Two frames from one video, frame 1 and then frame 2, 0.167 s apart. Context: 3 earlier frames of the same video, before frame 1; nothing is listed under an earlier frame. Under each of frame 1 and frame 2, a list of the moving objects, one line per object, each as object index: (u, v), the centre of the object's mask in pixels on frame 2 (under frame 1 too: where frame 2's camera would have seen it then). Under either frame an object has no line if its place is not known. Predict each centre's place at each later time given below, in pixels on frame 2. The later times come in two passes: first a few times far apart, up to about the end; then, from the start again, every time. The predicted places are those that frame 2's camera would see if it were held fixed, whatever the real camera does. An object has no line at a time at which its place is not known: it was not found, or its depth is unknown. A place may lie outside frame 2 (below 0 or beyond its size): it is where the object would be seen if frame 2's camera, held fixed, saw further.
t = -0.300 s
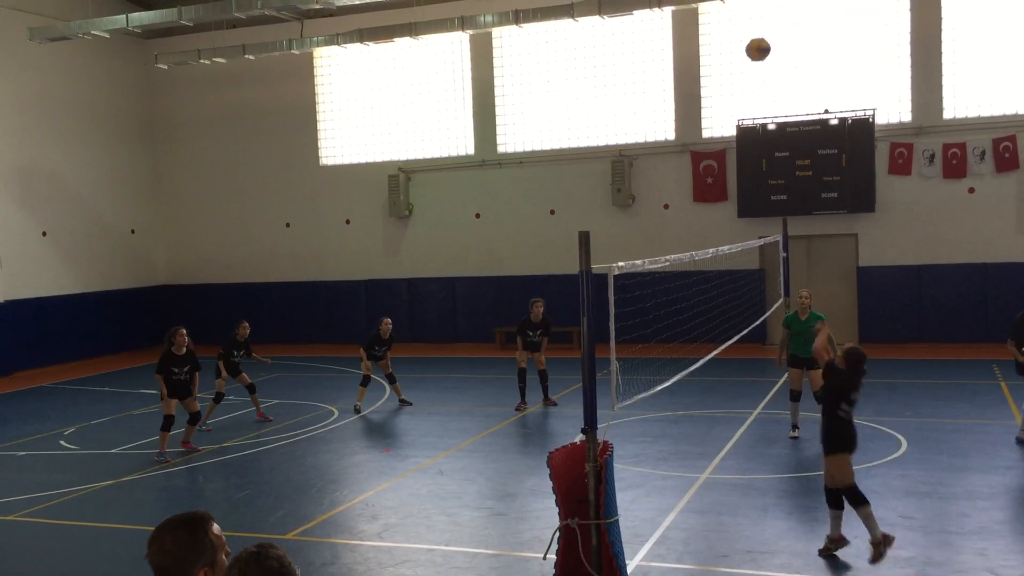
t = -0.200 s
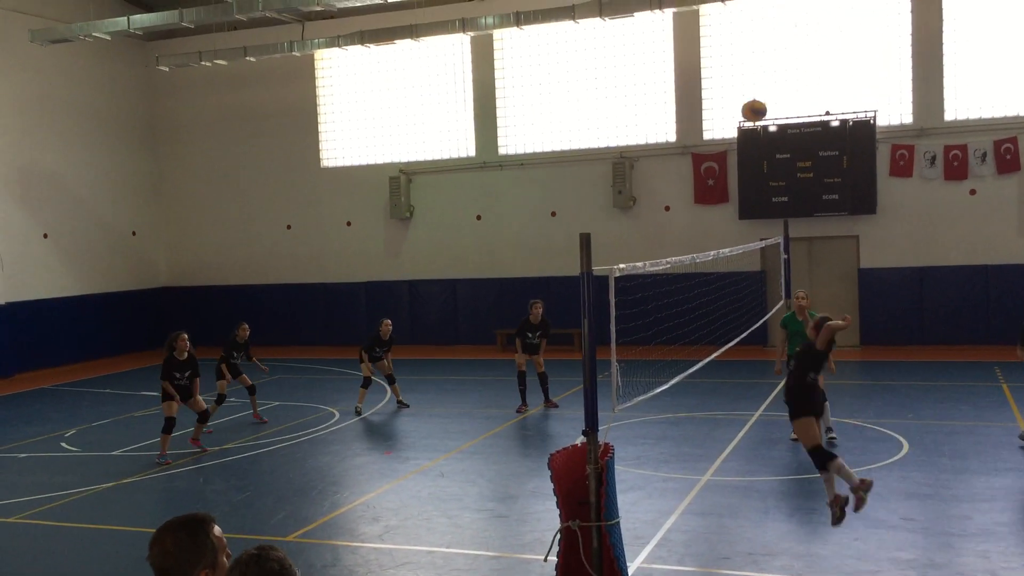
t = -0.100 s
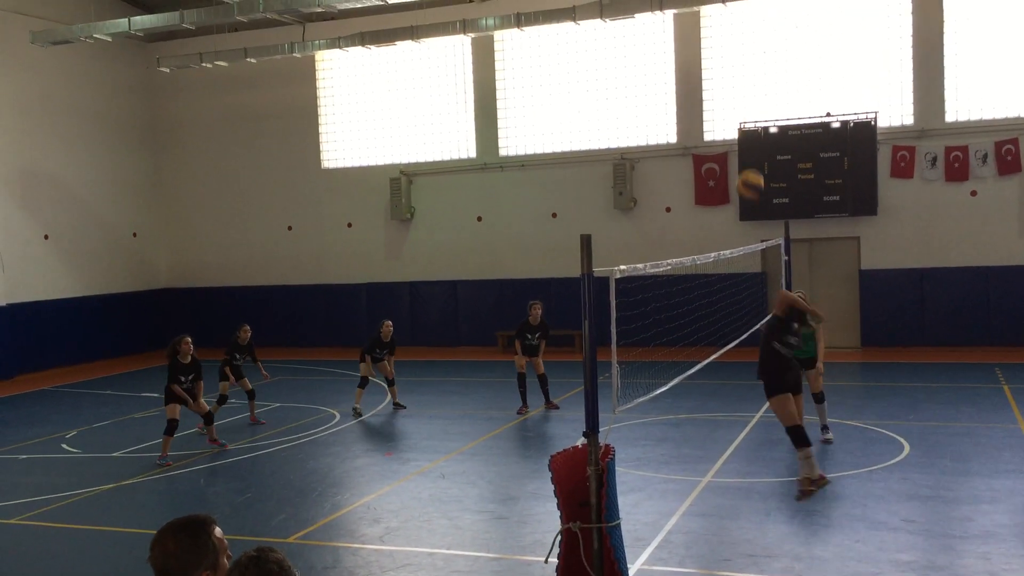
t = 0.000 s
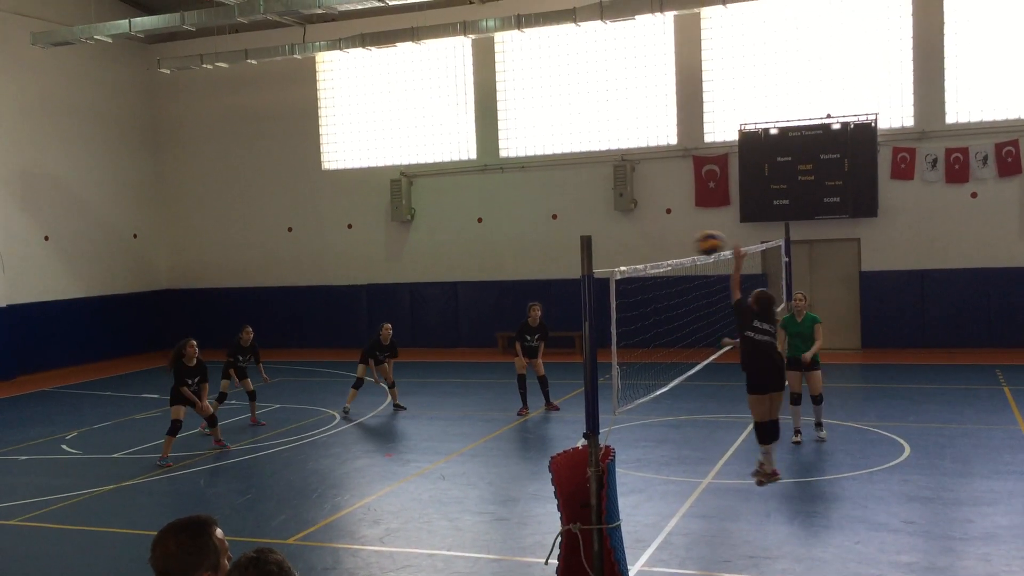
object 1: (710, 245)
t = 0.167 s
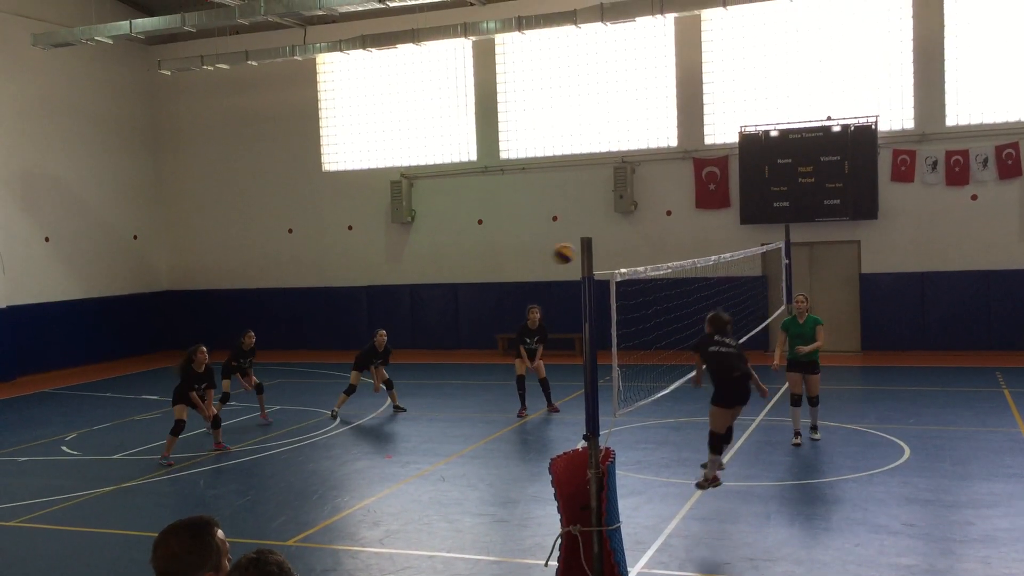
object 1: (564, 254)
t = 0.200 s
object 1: (543, 258)
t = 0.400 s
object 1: (442, 294)
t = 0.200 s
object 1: (543, 258)
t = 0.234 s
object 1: (522, 263)
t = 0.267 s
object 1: (504, 269)
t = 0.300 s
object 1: (487, 274)
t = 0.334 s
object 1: (471, 281)
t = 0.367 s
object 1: (456, 288)
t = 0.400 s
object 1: (442, 294)
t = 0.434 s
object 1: (429, 303)
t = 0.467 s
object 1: (417, 311)
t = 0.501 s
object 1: (406, 320)
